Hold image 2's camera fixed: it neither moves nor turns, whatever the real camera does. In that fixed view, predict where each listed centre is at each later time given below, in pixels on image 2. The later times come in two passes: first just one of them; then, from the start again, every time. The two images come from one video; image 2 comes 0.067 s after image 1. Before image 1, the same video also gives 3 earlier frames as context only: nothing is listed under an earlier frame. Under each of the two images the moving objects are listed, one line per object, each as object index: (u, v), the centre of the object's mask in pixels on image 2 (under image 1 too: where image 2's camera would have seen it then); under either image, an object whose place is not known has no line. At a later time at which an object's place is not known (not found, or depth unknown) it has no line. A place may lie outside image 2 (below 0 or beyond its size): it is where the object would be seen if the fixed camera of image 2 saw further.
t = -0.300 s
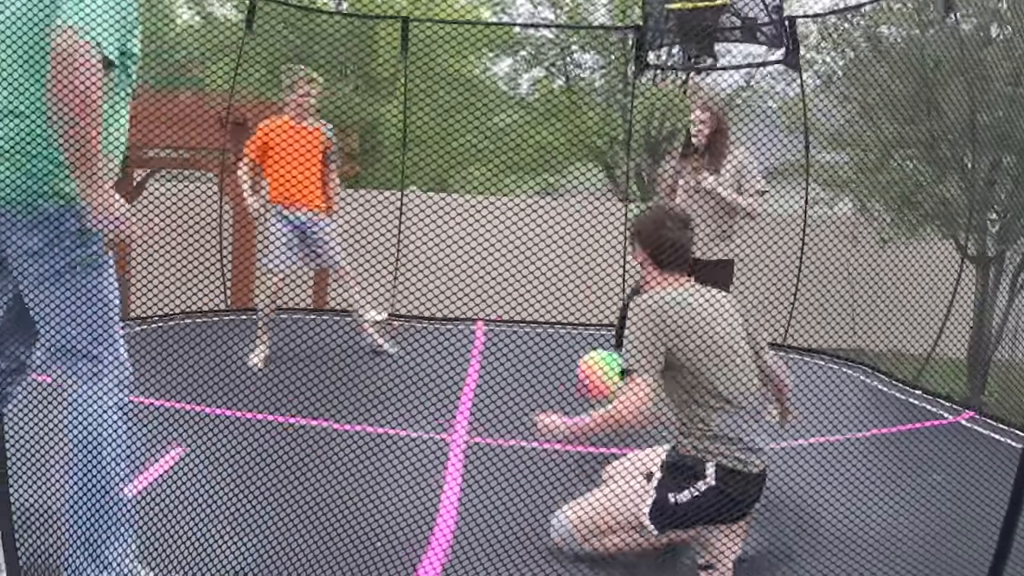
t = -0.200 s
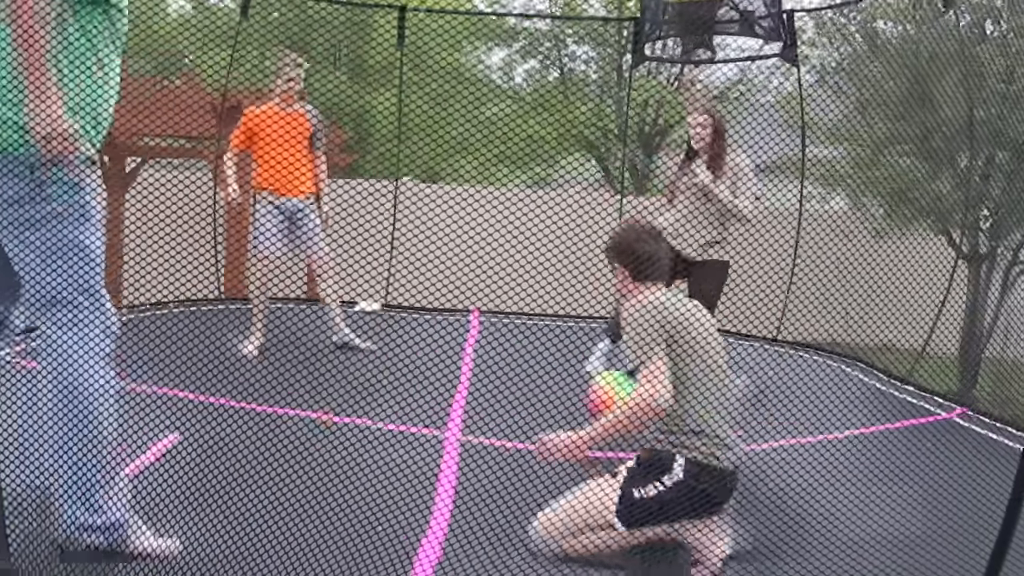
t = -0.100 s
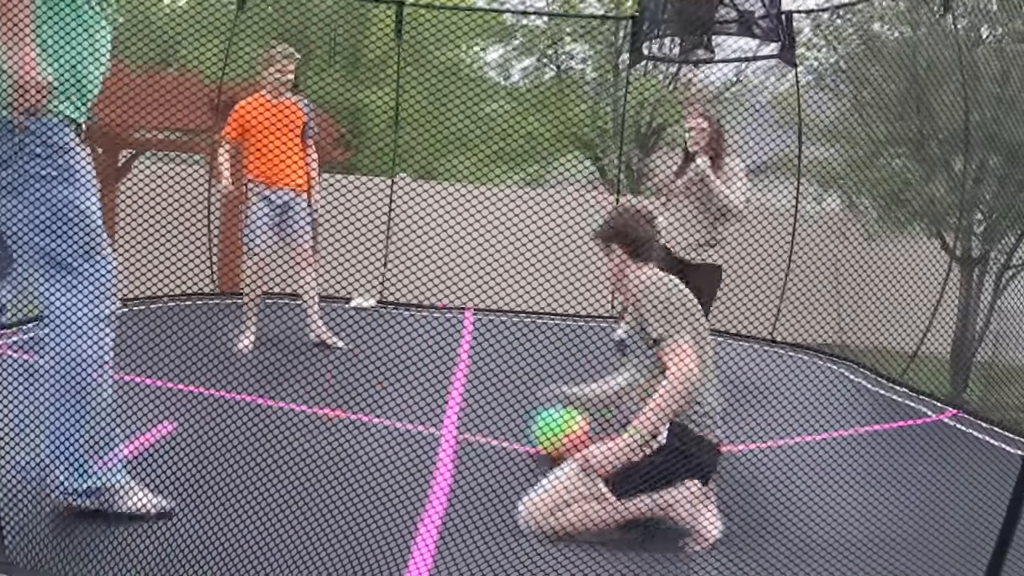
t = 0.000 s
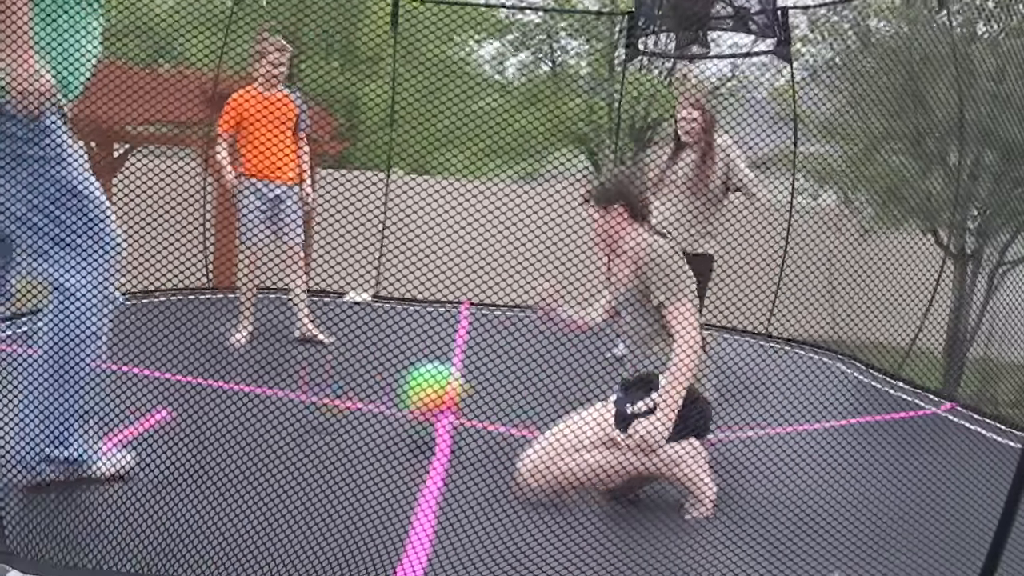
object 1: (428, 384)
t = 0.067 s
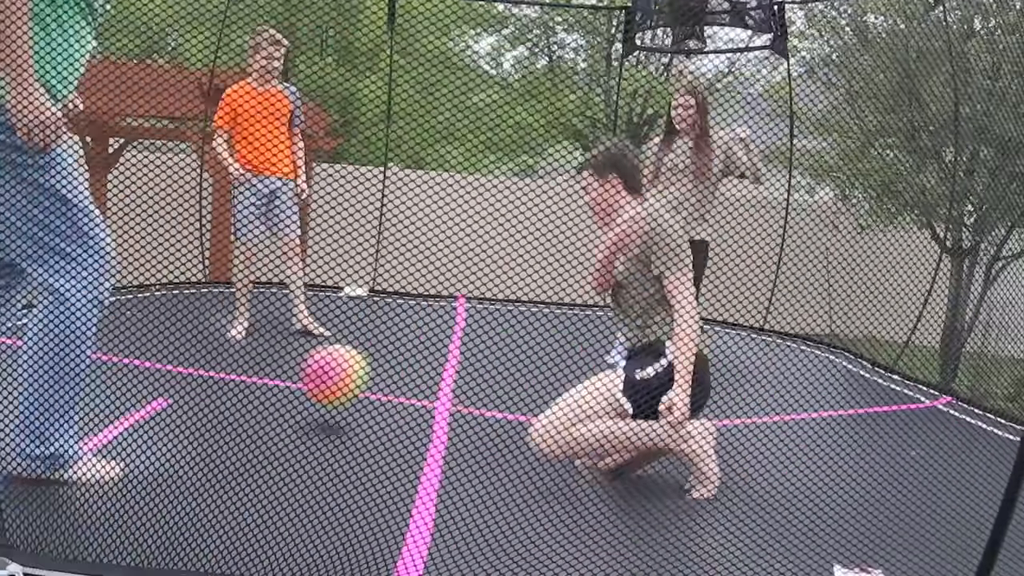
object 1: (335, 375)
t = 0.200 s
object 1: (122, 397)
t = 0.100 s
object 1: (288, 372)
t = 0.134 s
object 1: (230, 375)
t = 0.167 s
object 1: (175, 383)
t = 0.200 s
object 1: (122, 397)
